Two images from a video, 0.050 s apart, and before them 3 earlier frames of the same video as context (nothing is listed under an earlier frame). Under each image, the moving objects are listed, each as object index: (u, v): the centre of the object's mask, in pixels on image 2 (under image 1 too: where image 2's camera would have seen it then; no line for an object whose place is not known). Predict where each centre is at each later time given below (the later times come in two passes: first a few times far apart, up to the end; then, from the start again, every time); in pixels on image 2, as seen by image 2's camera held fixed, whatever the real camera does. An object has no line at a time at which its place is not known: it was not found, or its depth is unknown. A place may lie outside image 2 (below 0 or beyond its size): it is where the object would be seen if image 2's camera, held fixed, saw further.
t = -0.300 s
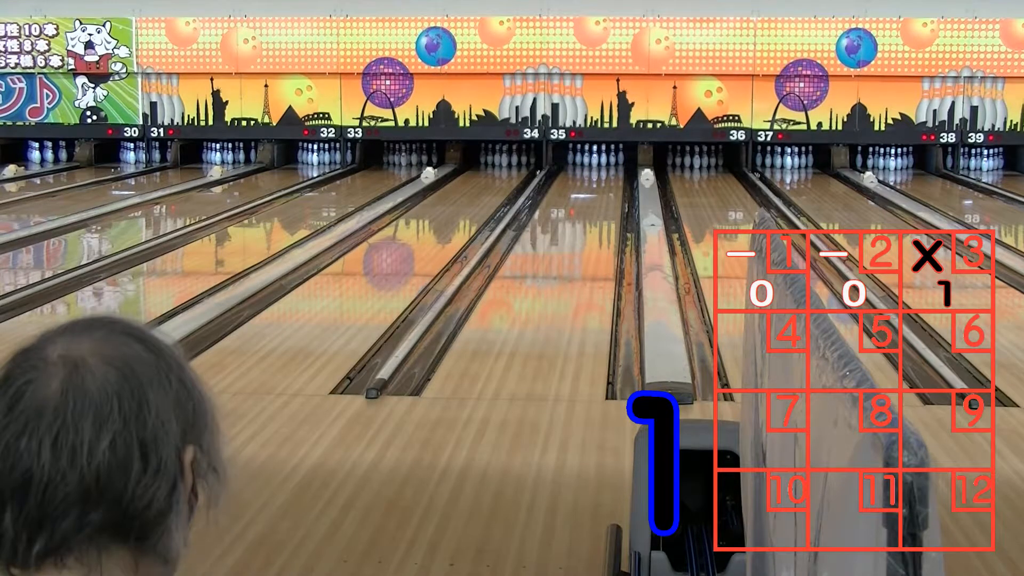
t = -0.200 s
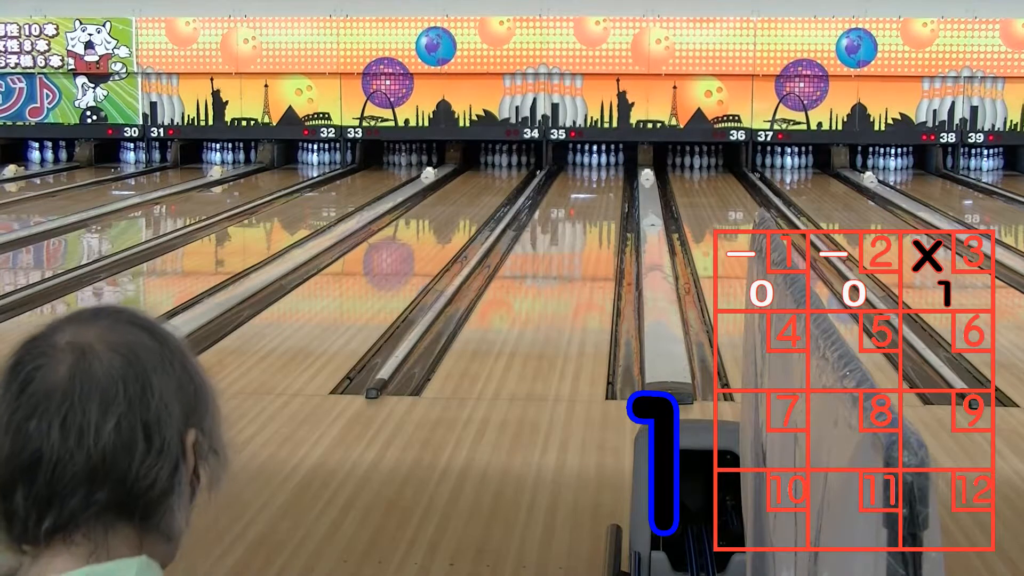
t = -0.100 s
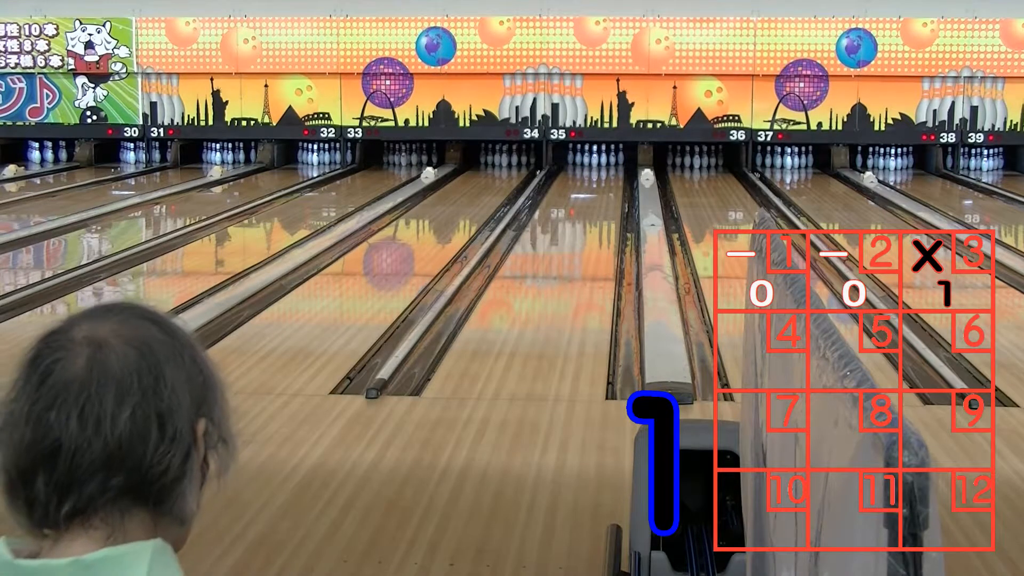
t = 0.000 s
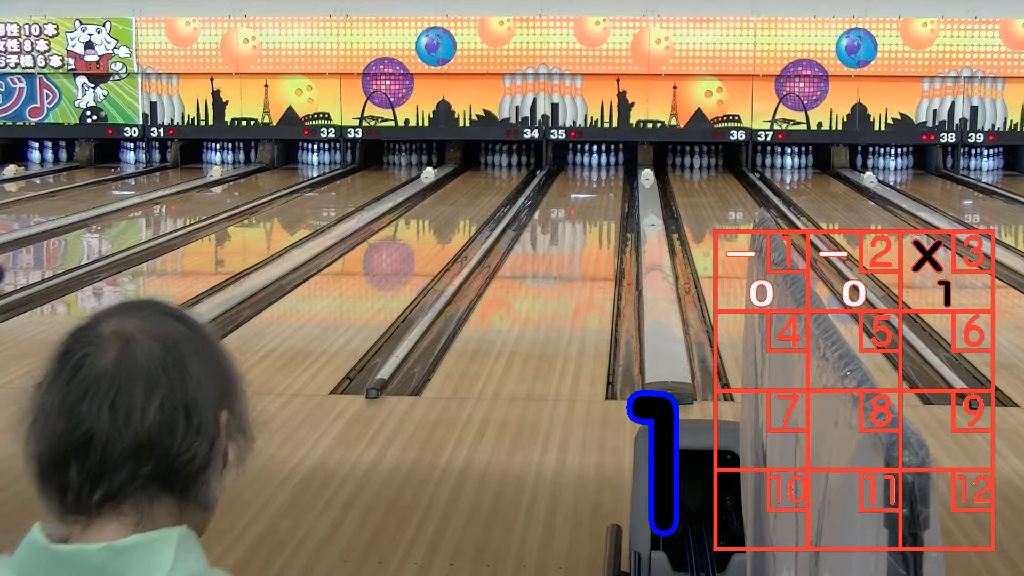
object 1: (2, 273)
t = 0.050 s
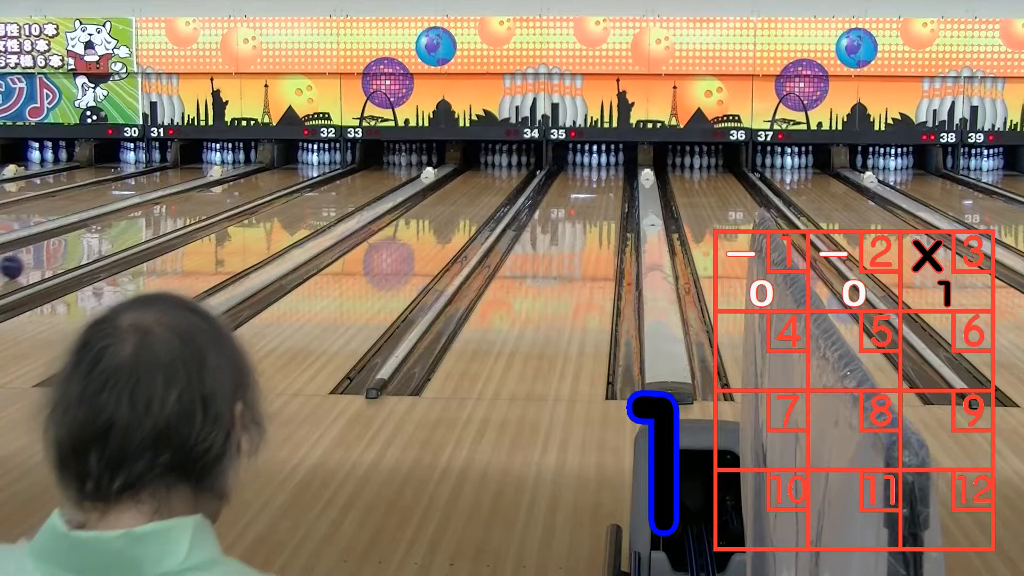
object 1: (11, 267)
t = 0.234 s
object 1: (71, 248)
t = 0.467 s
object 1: (132, 227)
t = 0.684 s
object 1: (176, 212)
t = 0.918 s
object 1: (217, 198)
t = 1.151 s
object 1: (249, 187)
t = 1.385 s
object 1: (276, 177)
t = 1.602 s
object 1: (296, 170)
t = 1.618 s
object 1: (297, 170)
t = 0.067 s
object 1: (17, 265)
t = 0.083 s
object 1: (23, 263)
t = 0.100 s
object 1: (29, 261)
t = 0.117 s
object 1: (34, 259)
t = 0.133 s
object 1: (40, 257)
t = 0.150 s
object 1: (45, 256)
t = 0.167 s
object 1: (50, 254)
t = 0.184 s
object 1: (56, 252)
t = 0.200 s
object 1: (61, 250)
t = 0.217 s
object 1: (66, 249)
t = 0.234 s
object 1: (71, 248)
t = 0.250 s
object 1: (76, 246)
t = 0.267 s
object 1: (81, 245)
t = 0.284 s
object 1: (85, 243)
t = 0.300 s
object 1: (90, 241)
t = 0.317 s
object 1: (94, 240)
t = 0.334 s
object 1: (99, 238)
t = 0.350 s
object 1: (103, 237)
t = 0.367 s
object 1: (108, 236)
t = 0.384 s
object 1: (112, 234)
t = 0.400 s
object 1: (116, 233)
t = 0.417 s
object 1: (120, 231)
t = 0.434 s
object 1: (124, 230)
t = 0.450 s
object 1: (128, 229)
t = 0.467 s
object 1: (132, 227)
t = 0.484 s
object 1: (136, 226)
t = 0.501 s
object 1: (140, 225)
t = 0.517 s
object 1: (143, 223)
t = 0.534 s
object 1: (147, 222)
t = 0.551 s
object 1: (150, 221)
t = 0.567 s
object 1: (154, 219)
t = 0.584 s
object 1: (157, 219)
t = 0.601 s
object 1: (160, 218)
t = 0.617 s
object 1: (163, 216)
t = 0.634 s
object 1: (167, 215)
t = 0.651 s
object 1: (170, 214)
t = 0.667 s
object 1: (174, 213)
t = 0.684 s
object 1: (176, 212)
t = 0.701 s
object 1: (180, 211)
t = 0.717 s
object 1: (183, 210)
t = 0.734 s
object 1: (186, 209)
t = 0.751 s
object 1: (189, 208)
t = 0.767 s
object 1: (192, 207)
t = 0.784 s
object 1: (195, 206)
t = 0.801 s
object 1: (197, 205)
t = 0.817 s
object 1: (200, 204)
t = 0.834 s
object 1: (203, 203)
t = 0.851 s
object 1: (206, 202)
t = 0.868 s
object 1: (209, 201)
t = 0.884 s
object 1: (211, 200)
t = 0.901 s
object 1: (214, 199)
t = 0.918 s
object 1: (217, 198)
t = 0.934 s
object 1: (219, 197)
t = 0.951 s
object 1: (222, 196)
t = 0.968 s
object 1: (224, 196)
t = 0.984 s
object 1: (227, 195)
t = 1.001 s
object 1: (229, 194)
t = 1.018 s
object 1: (231, 193)
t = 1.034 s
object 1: (234, 193)
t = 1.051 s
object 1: (236, 192)
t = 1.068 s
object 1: (238, 191)
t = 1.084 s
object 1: (240, 191)
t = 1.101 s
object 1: (242, 190)
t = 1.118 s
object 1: (245, 189)
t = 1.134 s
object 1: (247, 188)
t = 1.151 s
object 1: (249, 187)
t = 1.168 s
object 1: (252, 186)
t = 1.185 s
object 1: (254, 186)
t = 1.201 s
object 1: (256, 185)
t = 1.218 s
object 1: (258, 185)
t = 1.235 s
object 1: (260, 184)
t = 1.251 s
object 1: (262, 183)
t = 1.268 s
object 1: (263, 183)
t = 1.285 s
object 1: (265, 182)
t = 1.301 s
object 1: (267, 181)
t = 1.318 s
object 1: (269, 181)
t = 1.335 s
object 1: (271, 180)
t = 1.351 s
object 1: (273, 179)
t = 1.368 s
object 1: (274, 178)
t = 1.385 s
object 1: (276, 177)
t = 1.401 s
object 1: (278, 176)
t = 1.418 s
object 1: (279, 176)
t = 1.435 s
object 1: (281, 176)
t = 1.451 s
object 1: (282, 176)
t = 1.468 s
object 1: (284, 175)
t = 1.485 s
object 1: (285, 175)
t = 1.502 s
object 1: (286, 175)
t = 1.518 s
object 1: (287, 174)
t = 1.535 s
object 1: (290, 173)
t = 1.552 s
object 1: (291, 172)
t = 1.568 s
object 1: (293, 171)
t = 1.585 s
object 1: (295, 171)
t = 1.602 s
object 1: (296, 170)
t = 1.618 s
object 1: (297, 170)
